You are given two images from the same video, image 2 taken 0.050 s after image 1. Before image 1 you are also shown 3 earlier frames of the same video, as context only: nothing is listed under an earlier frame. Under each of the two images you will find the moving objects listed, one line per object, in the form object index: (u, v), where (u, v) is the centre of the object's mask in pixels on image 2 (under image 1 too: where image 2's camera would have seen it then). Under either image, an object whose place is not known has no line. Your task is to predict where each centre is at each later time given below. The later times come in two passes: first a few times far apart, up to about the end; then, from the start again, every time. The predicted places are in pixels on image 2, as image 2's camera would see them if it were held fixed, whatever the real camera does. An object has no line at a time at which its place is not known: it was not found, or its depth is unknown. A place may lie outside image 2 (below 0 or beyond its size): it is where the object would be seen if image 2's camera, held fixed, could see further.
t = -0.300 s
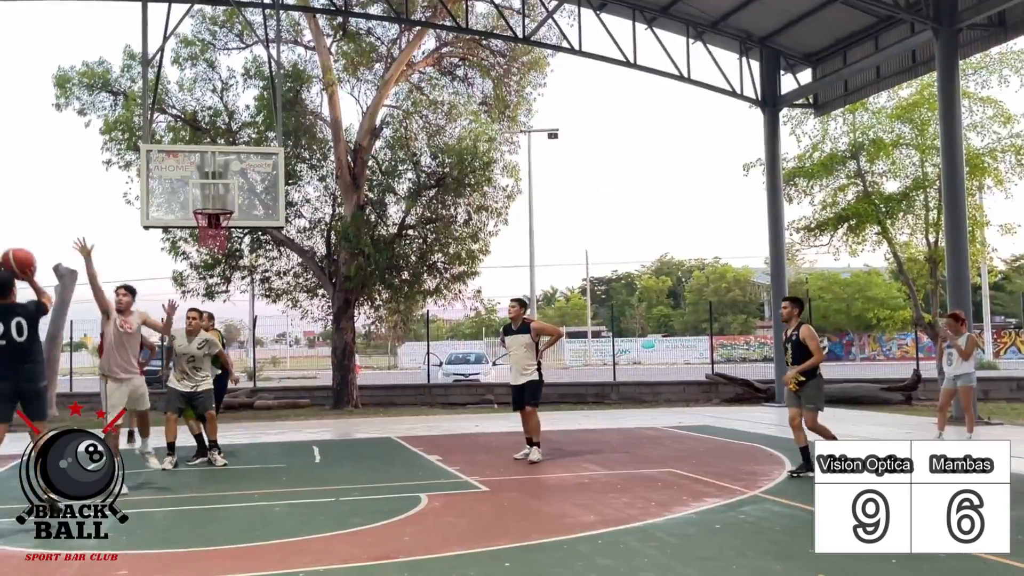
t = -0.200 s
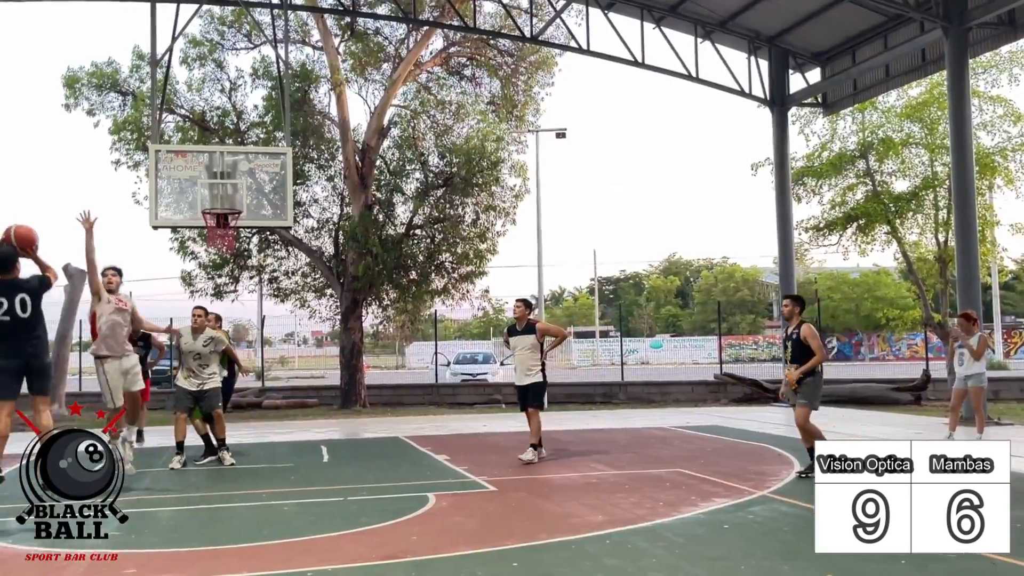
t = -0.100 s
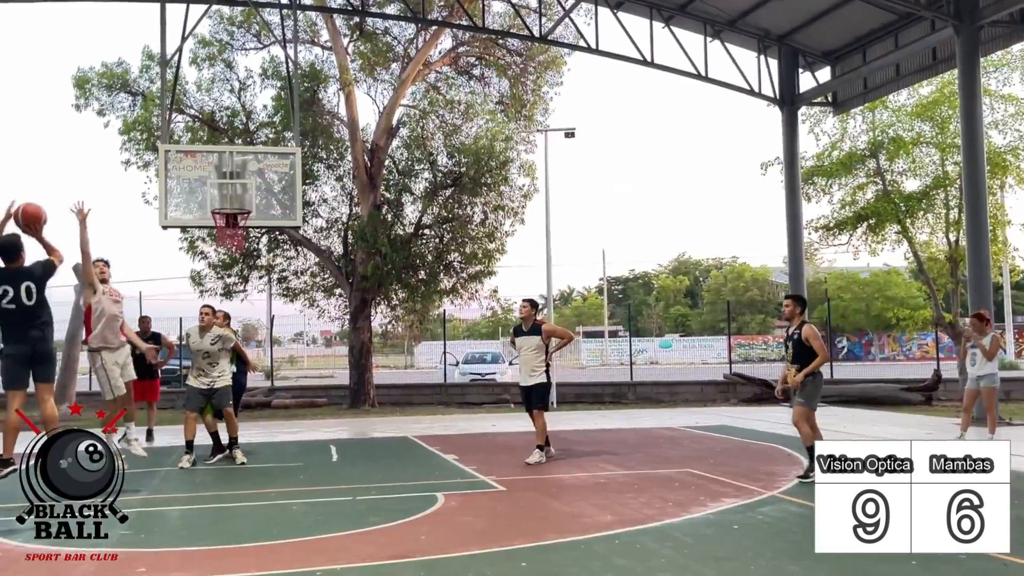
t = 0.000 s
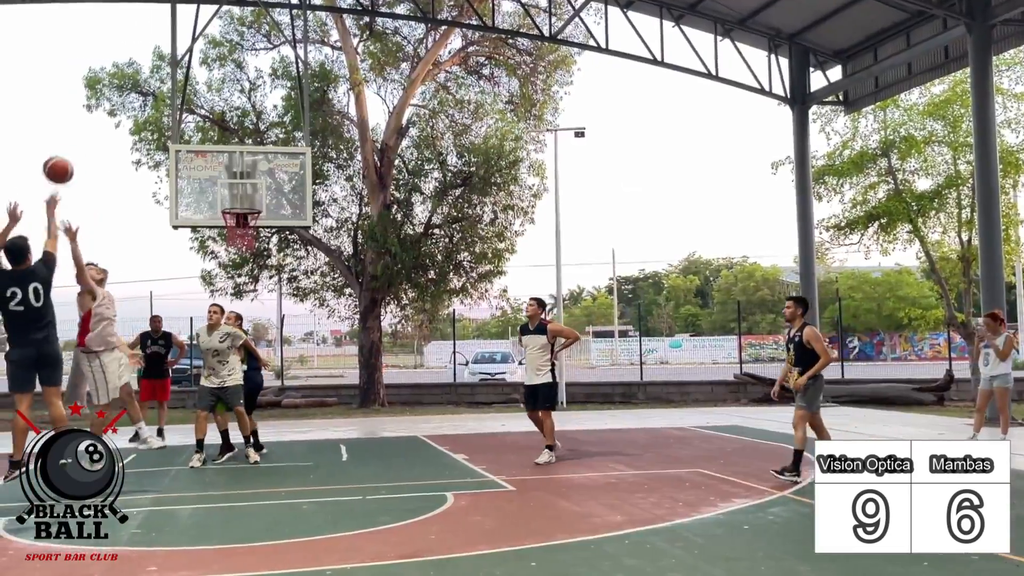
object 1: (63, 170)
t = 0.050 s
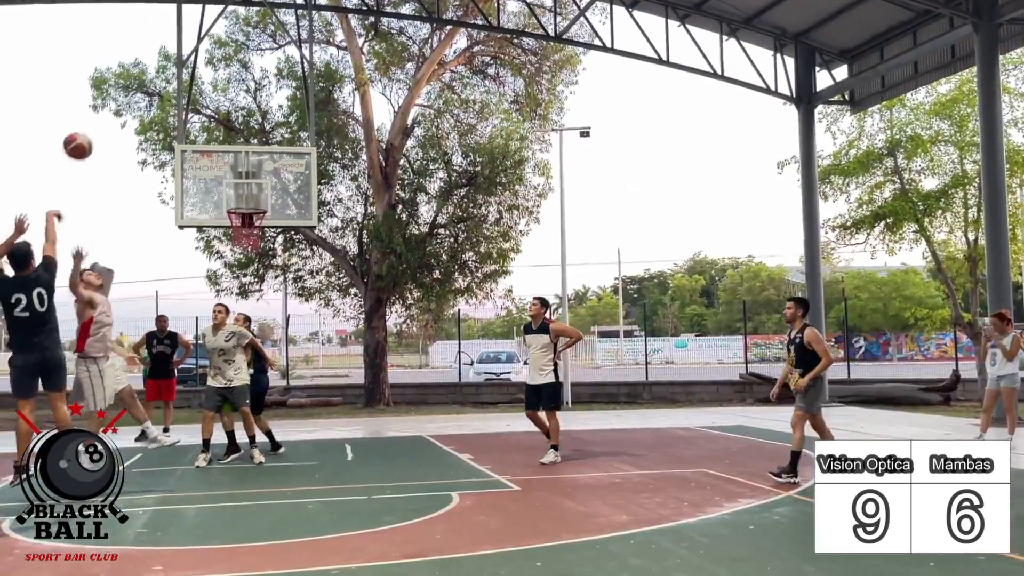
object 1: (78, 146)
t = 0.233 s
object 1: (121, 94)
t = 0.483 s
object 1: (166, 85)
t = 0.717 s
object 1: (200, 125)
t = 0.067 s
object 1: (82, 139)
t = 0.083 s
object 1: (87, 132)
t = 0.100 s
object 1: (91, 126)
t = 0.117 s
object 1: (95, 121)
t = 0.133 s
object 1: (99, 116)
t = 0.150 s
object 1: (103, 111)
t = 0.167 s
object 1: (107, 107)
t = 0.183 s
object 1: (110, 103)
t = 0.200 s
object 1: (113, 99)
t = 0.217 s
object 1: (117, 97)
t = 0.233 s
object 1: (121, 94)
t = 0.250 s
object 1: (125, 90)
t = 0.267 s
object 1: (128, 88)
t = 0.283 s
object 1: (133, 86)
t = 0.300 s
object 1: (135, 85)
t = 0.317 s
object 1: (137, 83)
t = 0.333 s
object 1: (139, 82)
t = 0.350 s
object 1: (142, 81)
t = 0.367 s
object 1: (147, 81)
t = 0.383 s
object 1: (149, 81)
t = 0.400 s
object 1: (151, 82)
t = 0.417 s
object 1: (154, 82)
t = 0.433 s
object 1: (158, 82)
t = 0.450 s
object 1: (161, 83)
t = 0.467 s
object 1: (164, 84)
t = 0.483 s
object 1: (166, 85)
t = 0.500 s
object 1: (169, 87)
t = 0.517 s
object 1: (172, 88)
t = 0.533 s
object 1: (175, 90)
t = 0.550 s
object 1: (177, 92)
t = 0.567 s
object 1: (179, 95)
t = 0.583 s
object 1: (181, 97)
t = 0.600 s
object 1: (184, 99)
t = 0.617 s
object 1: (187, 103)
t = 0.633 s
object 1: (189, 106)
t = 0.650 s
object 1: (191, 109)
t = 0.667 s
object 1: (194, 114)
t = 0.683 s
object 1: (196, 117)
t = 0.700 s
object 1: (199, 121)
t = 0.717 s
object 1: (200, 125)
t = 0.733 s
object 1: (202, 128)
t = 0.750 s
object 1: (205, 134)
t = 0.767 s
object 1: (207, 137)
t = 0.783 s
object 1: (209, 144)
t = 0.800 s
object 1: (211, 148)
